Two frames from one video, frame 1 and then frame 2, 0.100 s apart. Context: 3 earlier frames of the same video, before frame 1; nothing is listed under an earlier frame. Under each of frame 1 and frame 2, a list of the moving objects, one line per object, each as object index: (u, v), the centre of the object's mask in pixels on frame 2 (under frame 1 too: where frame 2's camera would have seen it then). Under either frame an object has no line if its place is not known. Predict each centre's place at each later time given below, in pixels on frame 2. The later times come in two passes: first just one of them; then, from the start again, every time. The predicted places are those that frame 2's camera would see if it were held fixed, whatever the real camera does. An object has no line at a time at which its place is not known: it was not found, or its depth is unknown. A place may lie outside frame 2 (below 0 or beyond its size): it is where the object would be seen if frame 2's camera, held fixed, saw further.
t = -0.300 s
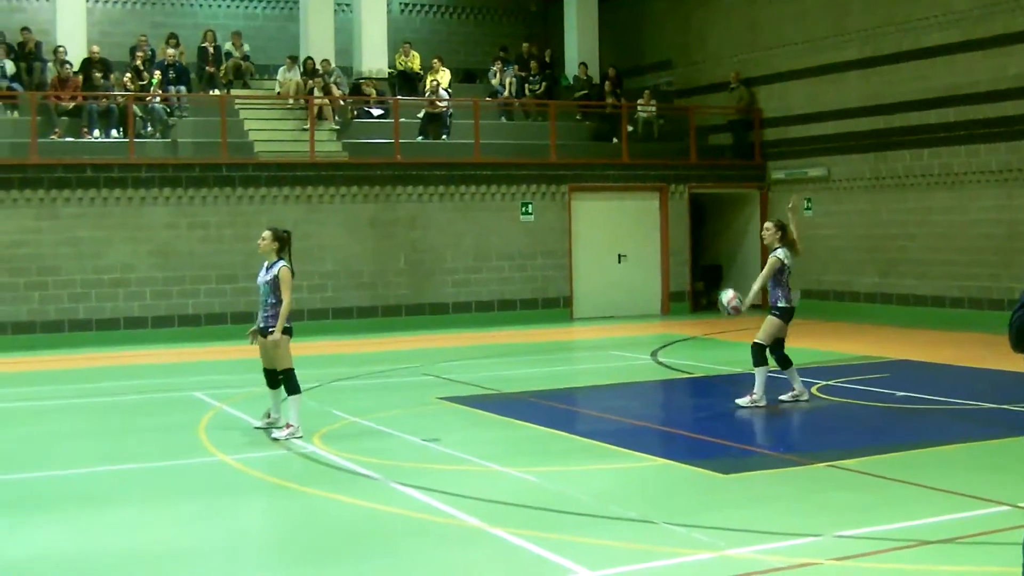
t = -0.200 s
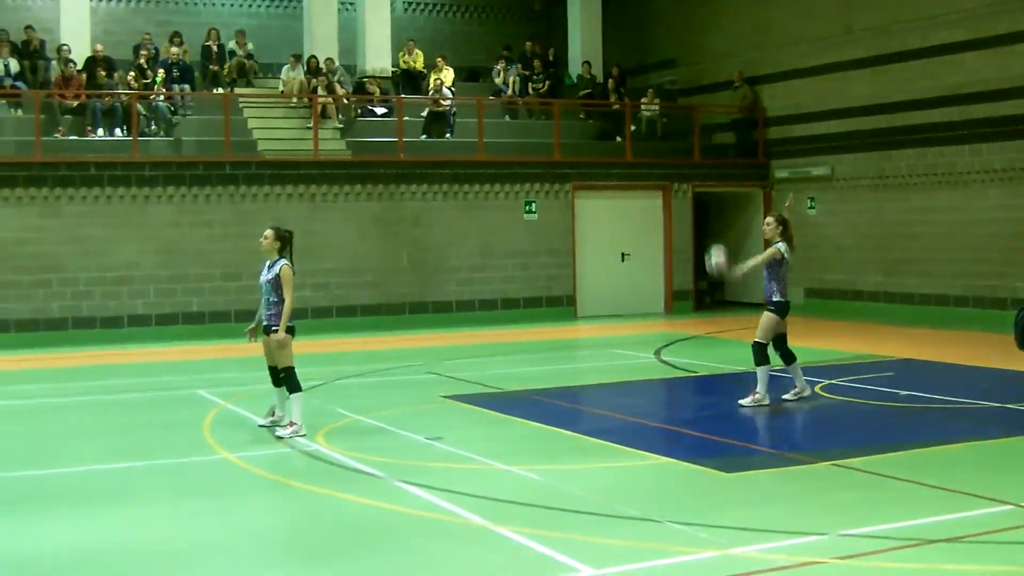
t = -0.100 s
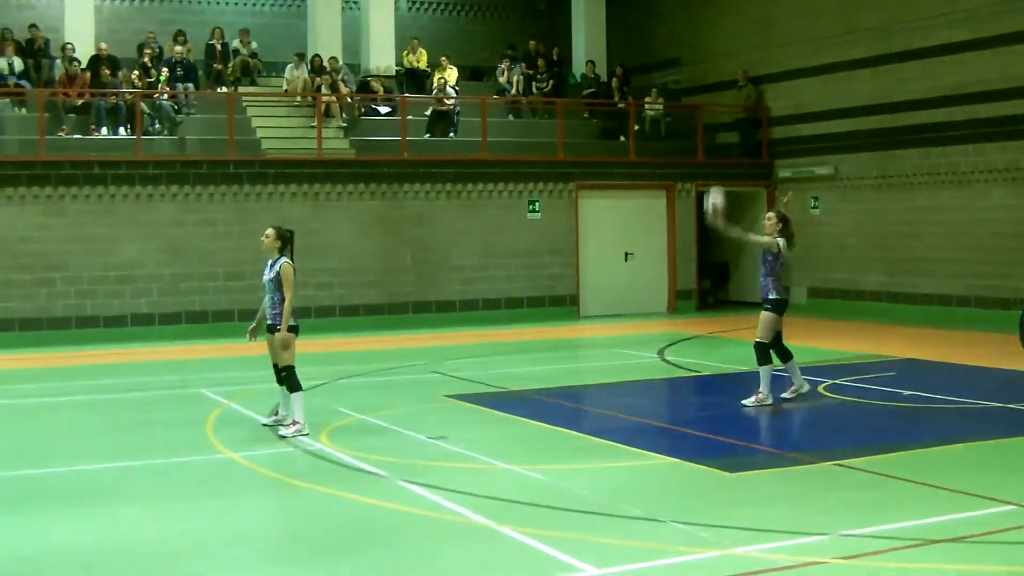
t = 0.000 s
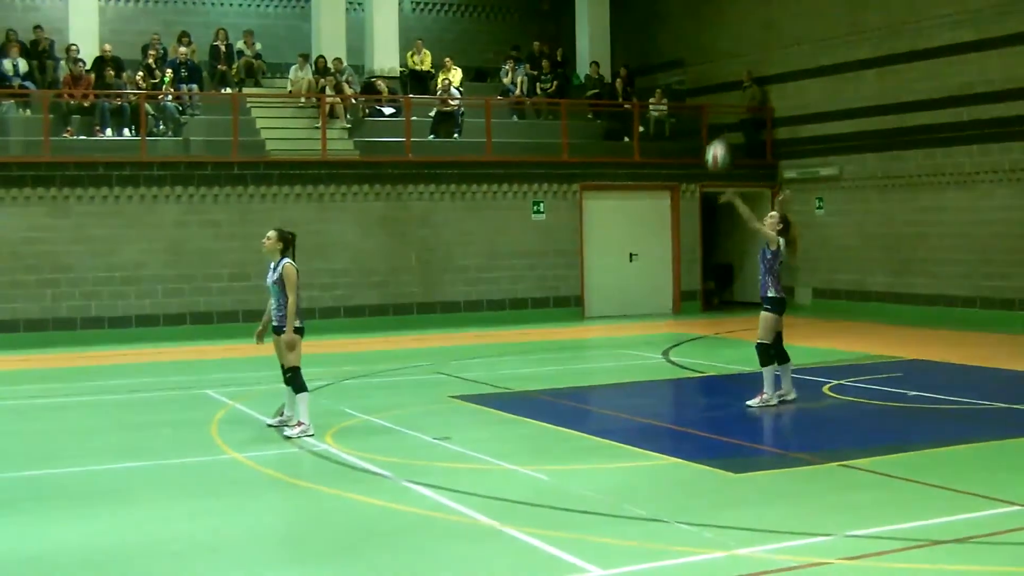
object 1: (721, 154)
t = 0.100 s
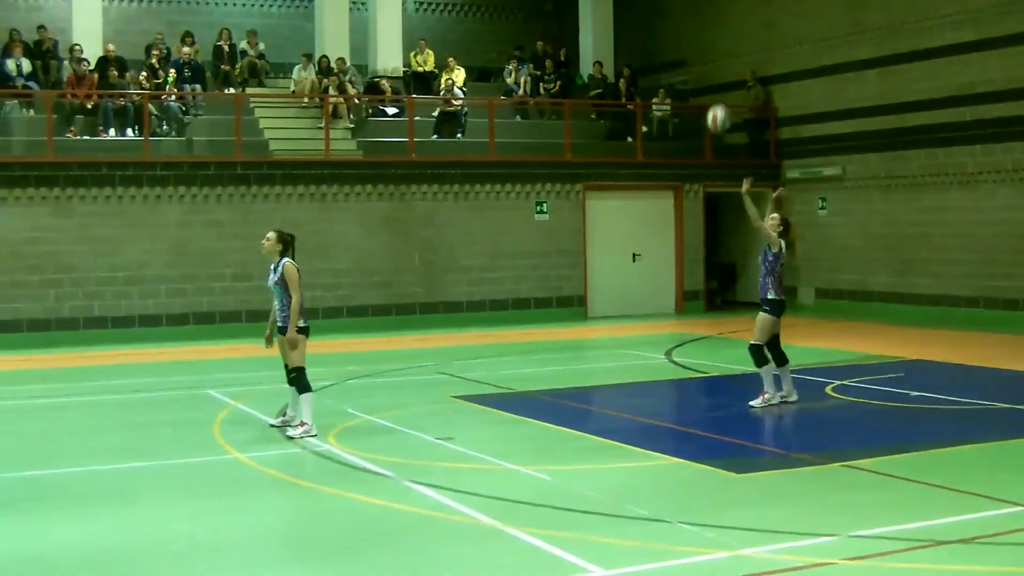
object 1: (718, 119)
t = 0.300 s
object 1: (715, 79)
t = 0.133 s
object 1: (718, 109)
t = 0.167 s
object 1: (717, 100)
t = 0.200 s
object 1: (716, 94)
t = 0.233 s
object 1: (716, 87)
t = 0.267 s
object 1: (716, 83)
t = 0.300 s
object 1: (715, 79)
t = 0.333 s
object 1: (714, 77)
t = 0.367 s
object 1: (714, 76)
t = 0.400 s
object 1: (714, 76)
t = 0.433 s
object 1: (713, 77)
